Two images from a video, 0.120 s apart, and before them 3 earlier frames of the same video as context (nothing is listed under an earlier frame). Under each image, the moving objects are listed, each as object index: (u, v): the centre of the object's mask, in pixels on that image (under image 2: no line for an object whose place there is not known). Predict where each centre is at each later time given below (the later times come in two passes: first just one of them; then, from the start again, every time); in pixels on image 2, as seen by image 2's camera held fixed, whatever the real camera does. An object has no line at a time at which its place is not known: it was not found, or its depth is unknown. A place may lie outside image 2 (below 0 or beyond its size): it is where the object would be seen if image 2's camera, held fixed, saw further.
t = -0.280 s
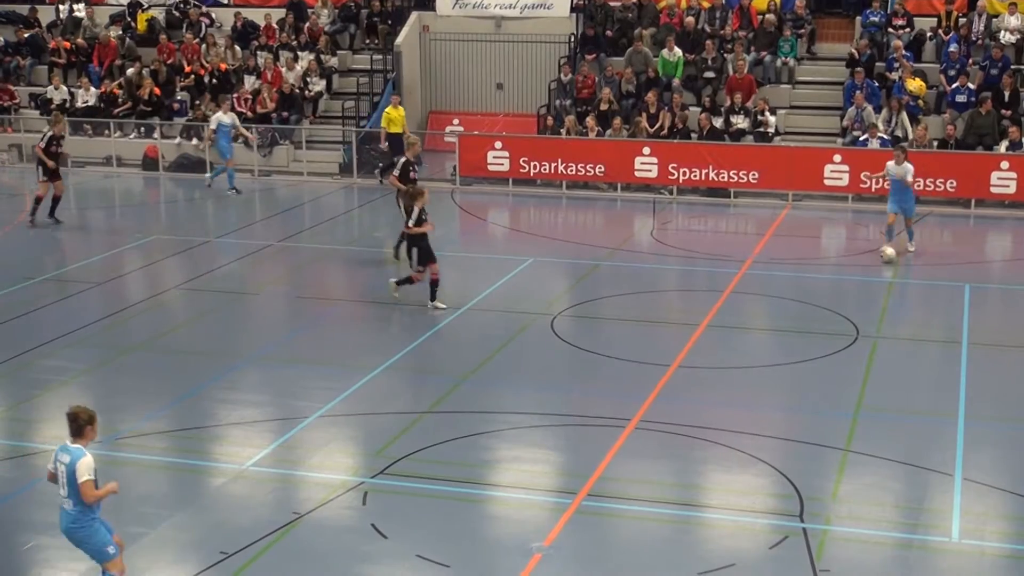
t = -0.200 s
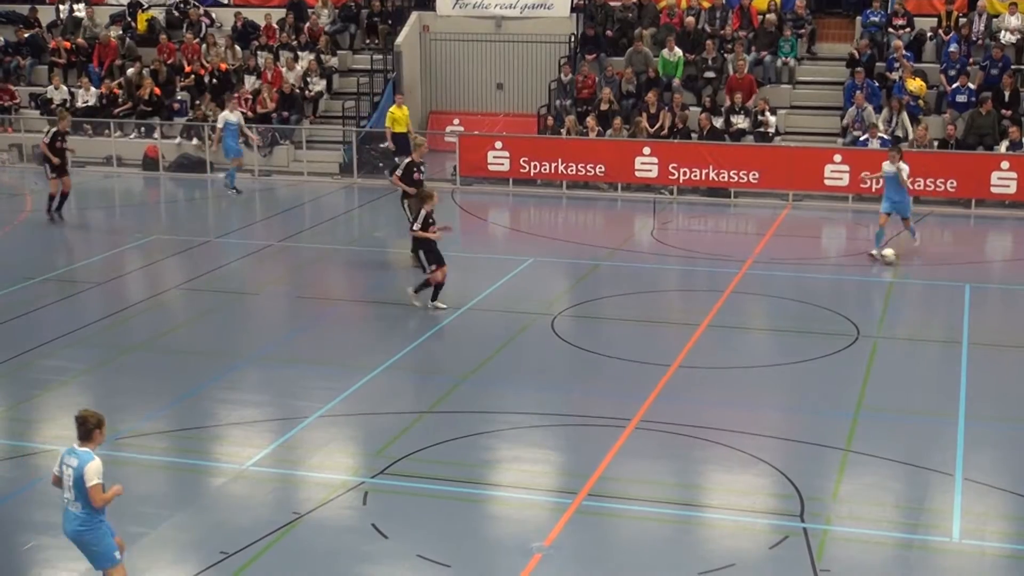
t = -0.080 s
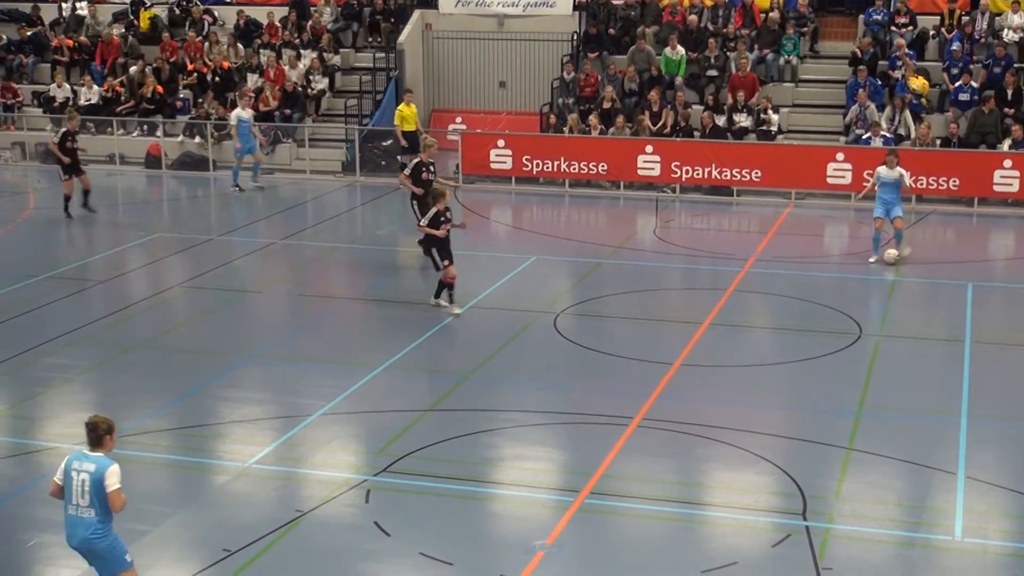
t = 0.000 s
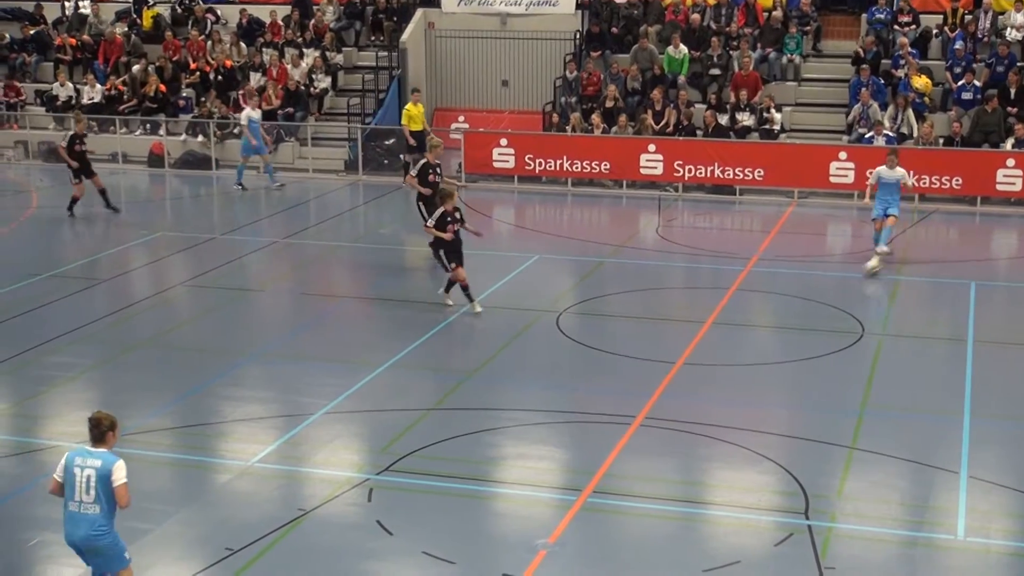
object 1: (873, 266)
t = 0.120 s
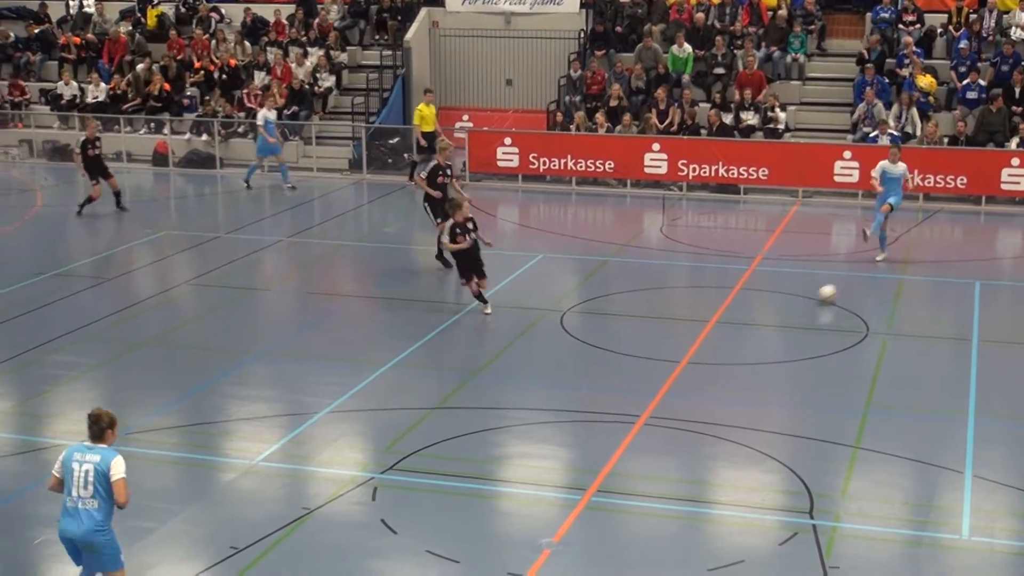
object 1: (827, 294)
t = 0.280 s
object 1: (752, 334)
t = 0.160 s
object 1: (808, 305)
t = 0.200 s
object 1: (791, 314)
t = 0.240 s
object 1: (772, 323)
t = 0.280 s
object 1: (752, 334)
